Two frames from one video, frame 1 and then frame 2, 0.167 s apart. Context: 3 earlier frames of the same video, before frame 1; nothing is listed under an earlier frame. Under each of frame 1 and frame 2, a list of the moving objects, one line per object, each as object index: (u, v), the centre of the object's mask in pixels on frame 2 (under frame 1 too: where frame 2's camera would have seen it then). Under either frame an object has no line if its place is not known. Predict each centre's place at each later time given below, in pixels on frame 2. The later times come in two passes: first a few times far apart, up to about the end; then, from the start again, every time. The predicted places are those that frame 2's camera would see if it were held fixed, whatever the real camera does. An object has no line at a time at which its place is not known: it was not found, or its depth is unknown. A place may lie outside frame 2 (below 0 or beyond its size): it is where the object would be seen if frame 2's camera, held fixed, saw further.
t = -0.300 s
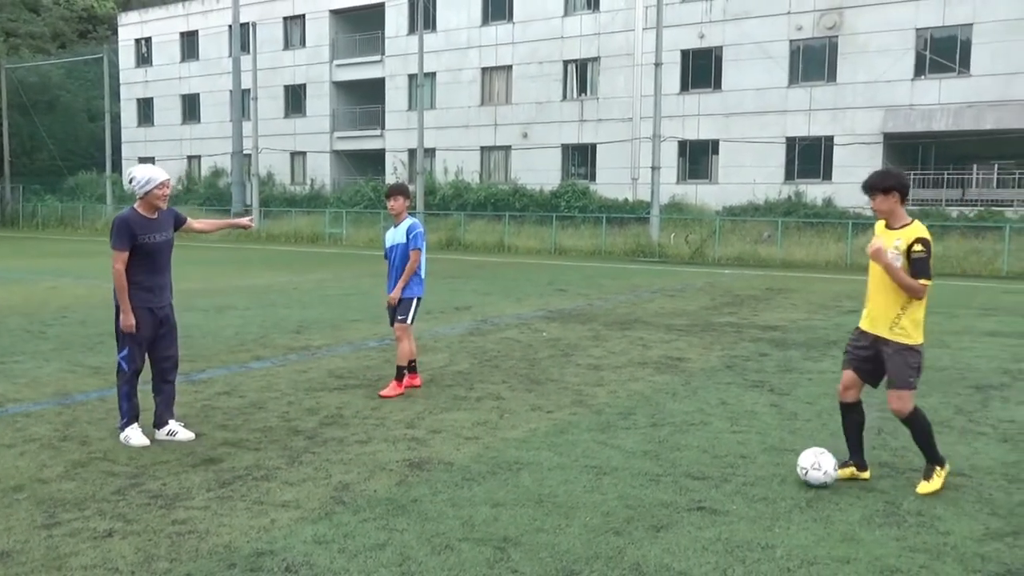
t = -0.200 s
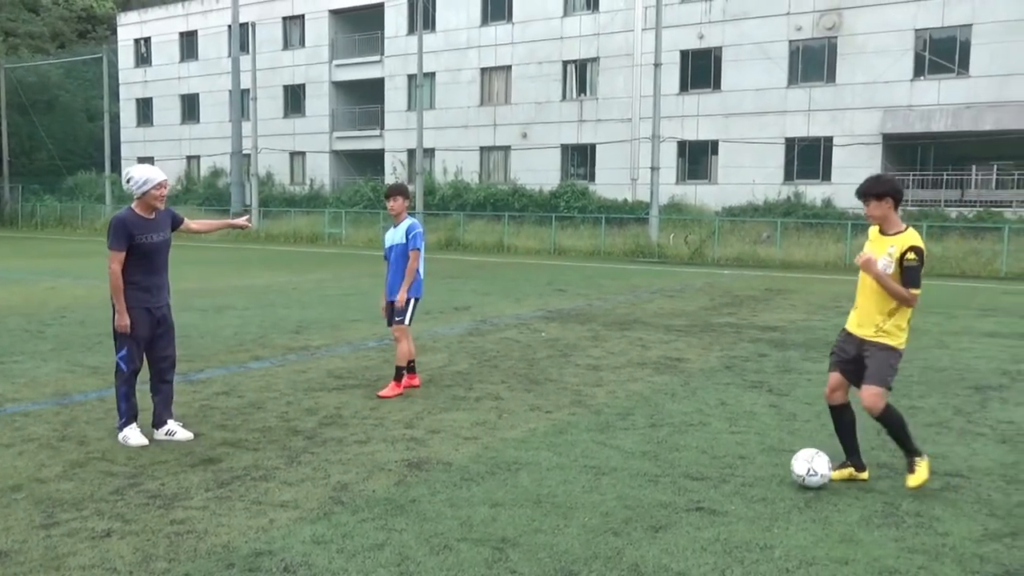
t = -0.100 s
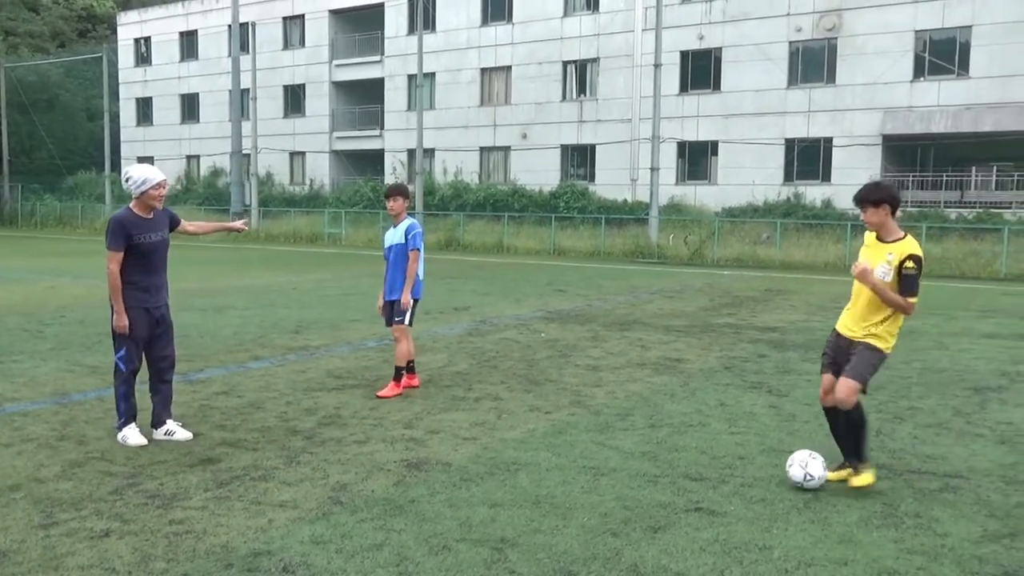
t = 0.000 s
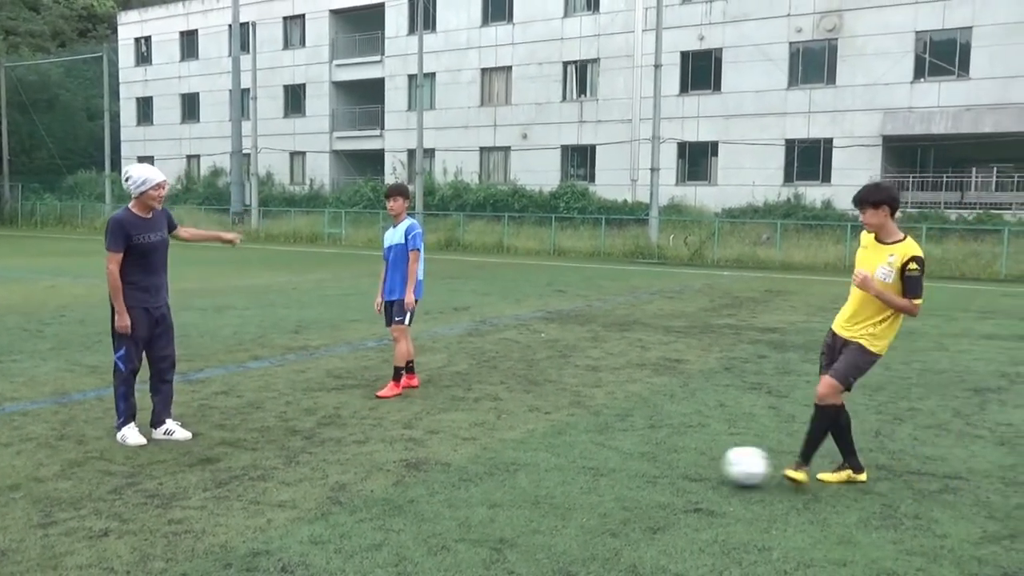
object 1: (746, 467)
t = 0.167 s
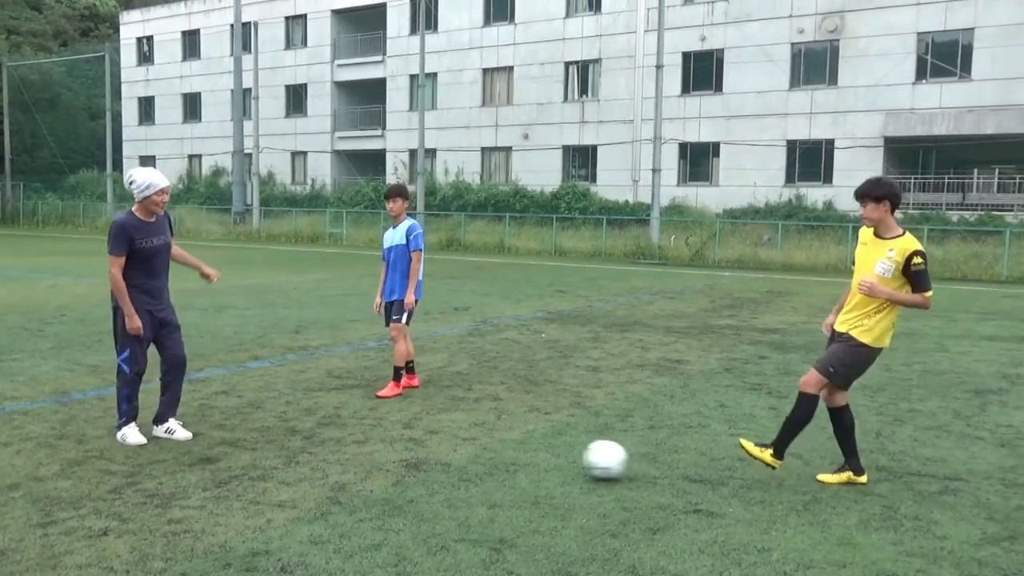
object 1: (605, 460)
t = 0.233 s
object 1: (558, 457)
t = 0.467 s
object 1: (427, 449)
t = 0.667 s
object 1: (336, 444)
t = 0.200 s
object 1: (581, 458)
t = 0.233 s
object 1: (558, 457)
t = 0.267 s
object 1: (535, 457)
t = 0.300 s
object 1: (515, 454)
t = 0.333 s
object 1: (496, 453)
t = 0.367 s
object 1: (476, 453)
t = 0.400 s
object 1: (459, 453)
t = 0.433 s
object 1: (442, 450)
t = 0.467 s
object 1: (427, 449)
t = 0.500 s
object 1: (411, 450)
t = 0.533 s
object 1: (396, 449)
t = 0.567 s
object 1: (380, 448)
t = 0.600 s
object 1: (365, 446)
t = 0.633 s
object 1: (350, 446)
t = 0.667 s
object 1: (336, 444)
